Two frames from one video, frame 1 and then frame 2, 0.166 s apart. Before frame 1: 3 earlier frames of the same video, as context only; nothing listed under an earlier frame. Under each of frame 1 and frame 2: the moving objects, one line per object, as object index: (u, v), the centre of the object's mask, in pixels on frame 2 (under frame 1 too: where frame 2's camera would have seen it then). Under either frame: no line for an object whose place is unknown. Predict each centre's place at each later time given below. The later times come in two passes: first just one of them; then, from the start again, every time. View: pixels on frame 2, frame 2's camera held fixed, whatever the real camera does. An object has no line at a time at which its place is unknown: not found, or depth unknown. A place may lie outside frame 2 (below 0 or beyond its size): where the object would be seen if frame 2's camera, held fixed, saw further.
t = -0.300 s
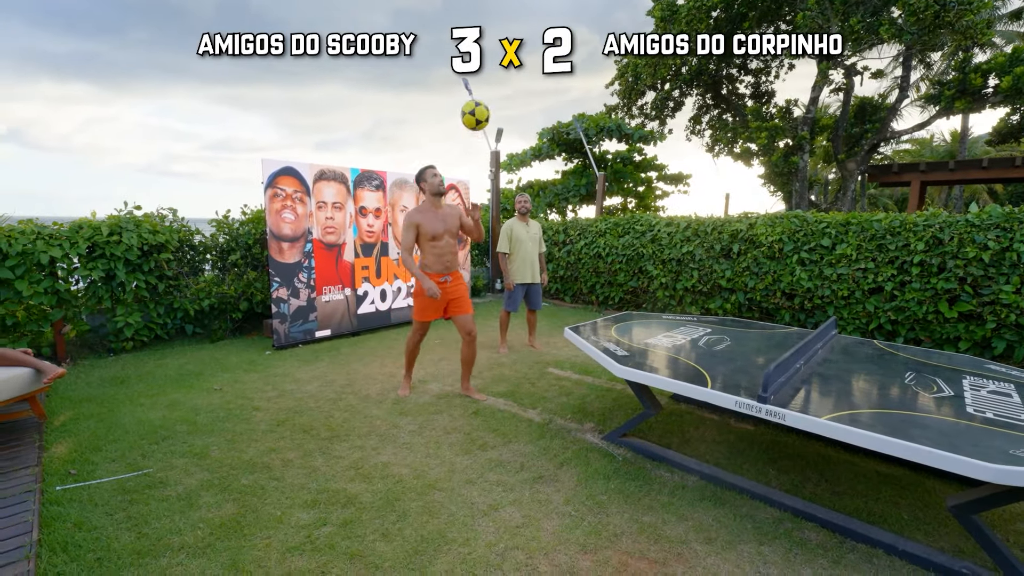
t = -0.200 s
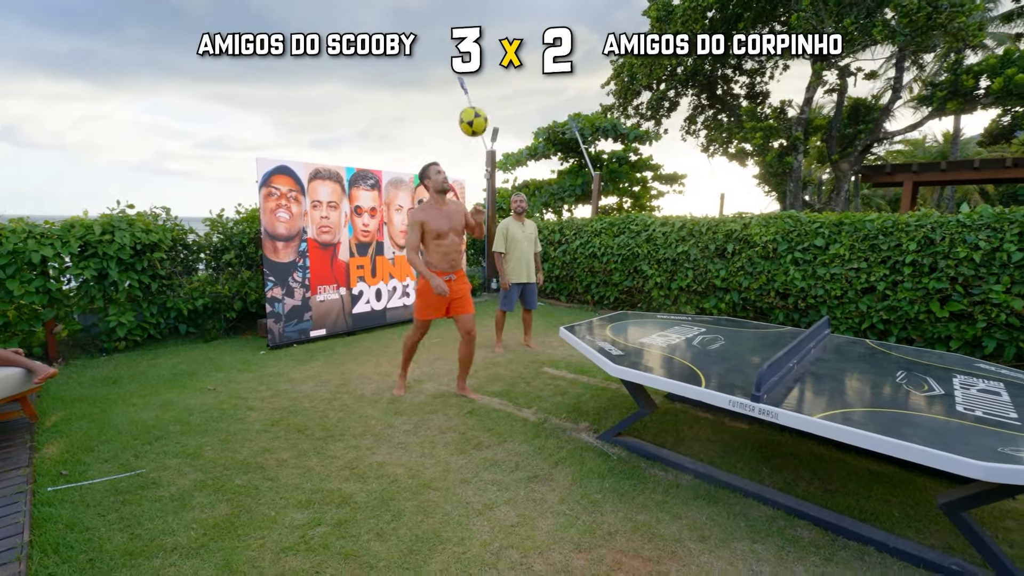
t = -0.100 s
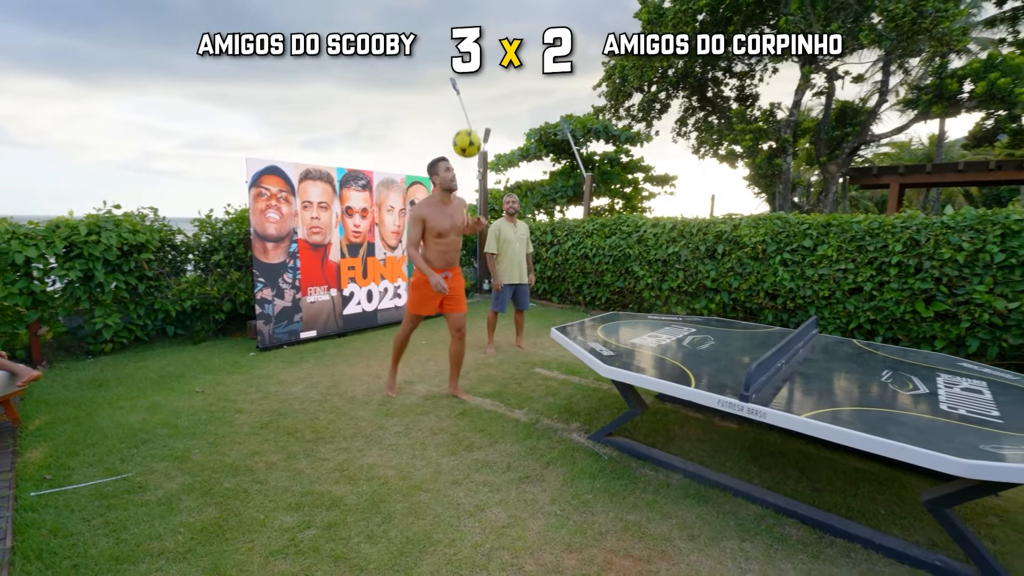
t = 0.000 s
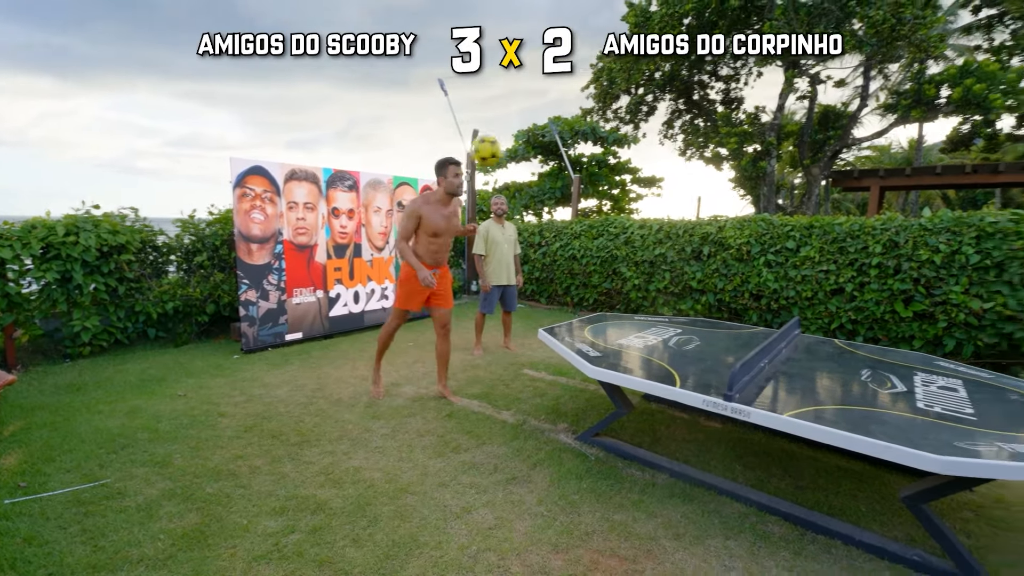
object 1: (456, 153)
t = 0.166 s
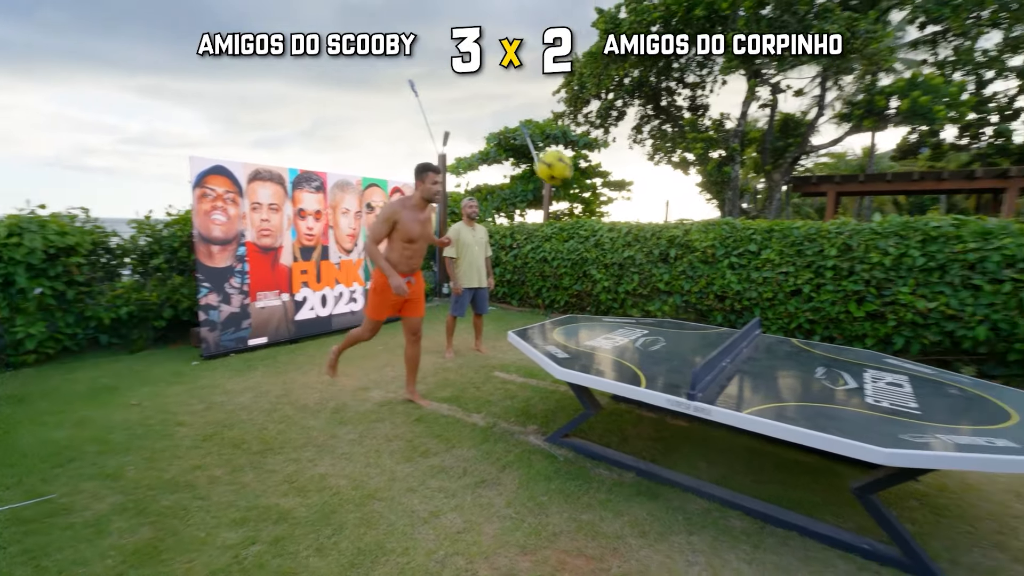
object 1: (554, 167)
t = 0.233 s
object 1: (594, 184)
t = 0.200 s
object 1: (574, 174)
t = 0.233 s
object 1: (594, 184)
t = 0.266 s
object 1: (616, 197)
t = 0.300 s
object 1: (641, 215)
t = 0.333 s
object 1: (664, 233)
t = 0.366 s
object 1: (686, 250)
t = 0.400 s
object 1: (711, 272)
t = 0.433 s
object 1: (736, 298)
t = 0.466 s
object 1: (763, 325)
